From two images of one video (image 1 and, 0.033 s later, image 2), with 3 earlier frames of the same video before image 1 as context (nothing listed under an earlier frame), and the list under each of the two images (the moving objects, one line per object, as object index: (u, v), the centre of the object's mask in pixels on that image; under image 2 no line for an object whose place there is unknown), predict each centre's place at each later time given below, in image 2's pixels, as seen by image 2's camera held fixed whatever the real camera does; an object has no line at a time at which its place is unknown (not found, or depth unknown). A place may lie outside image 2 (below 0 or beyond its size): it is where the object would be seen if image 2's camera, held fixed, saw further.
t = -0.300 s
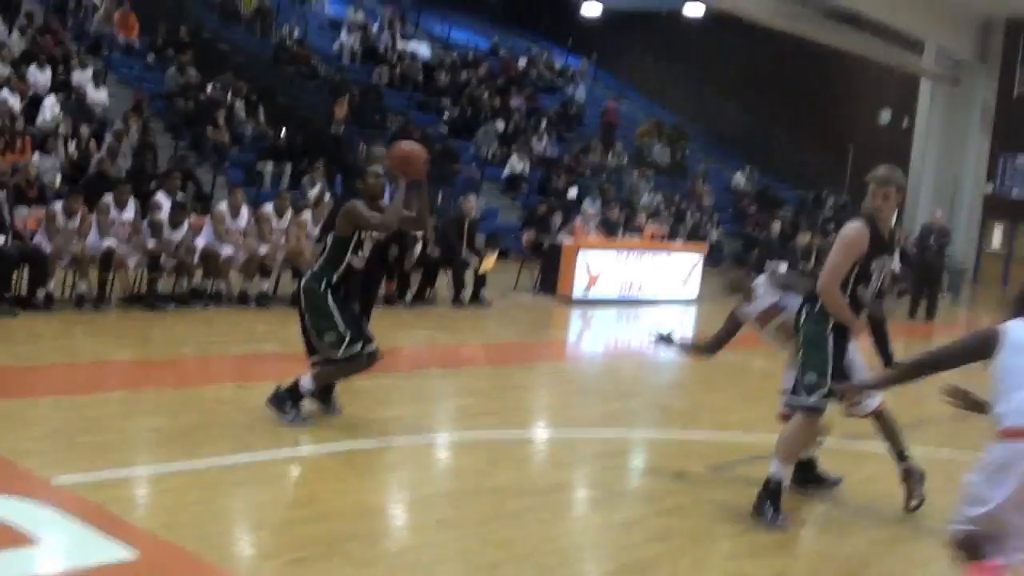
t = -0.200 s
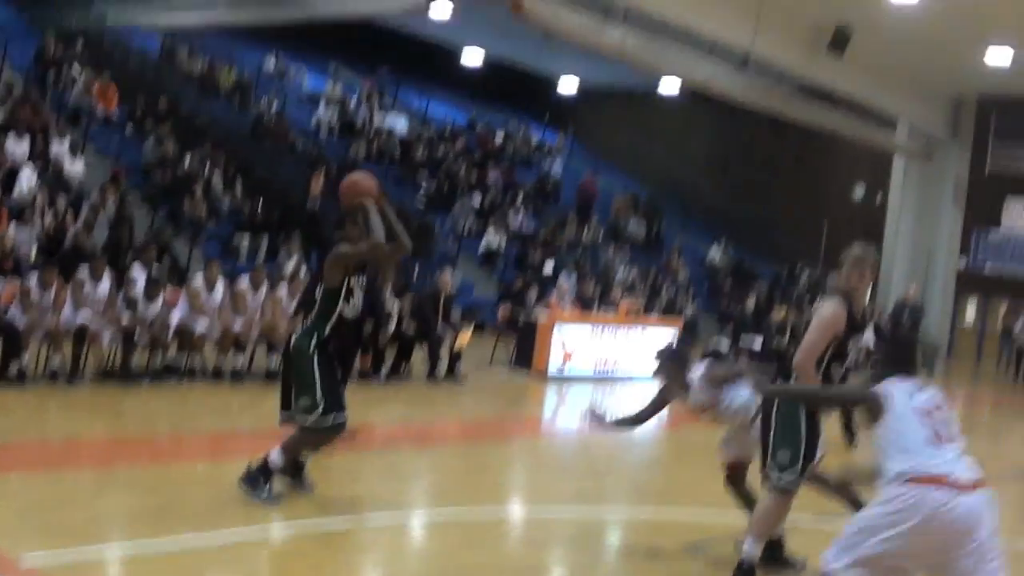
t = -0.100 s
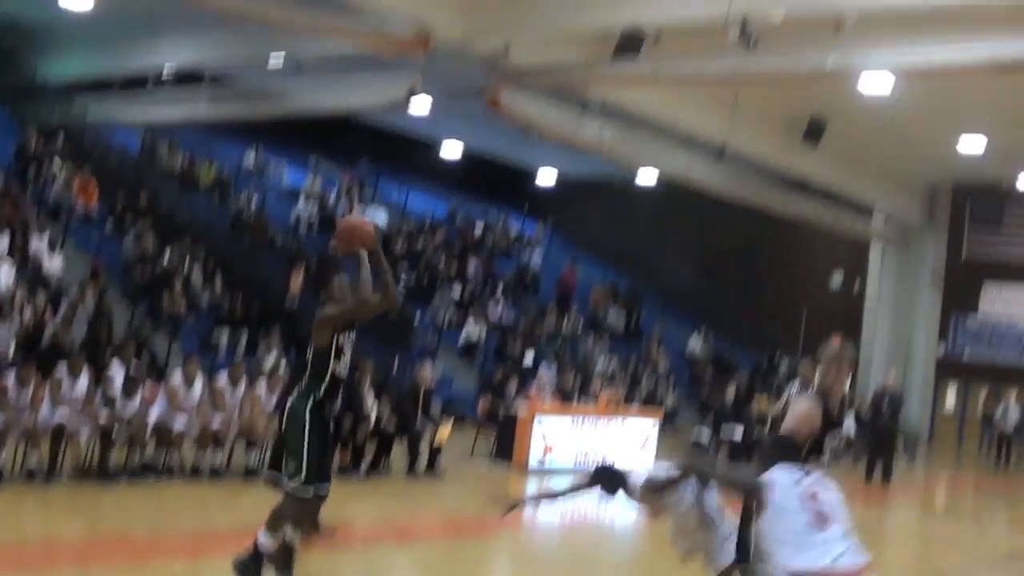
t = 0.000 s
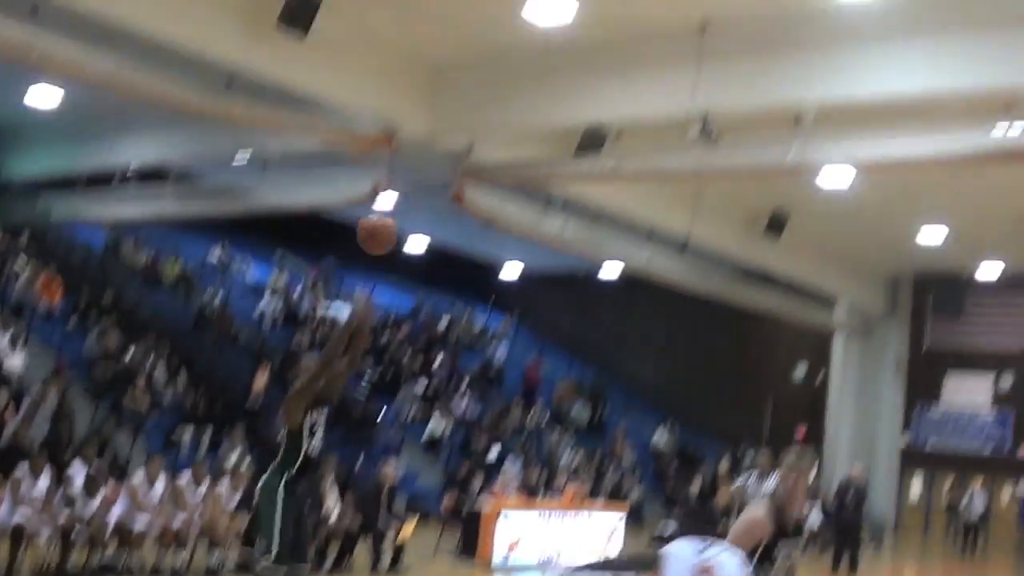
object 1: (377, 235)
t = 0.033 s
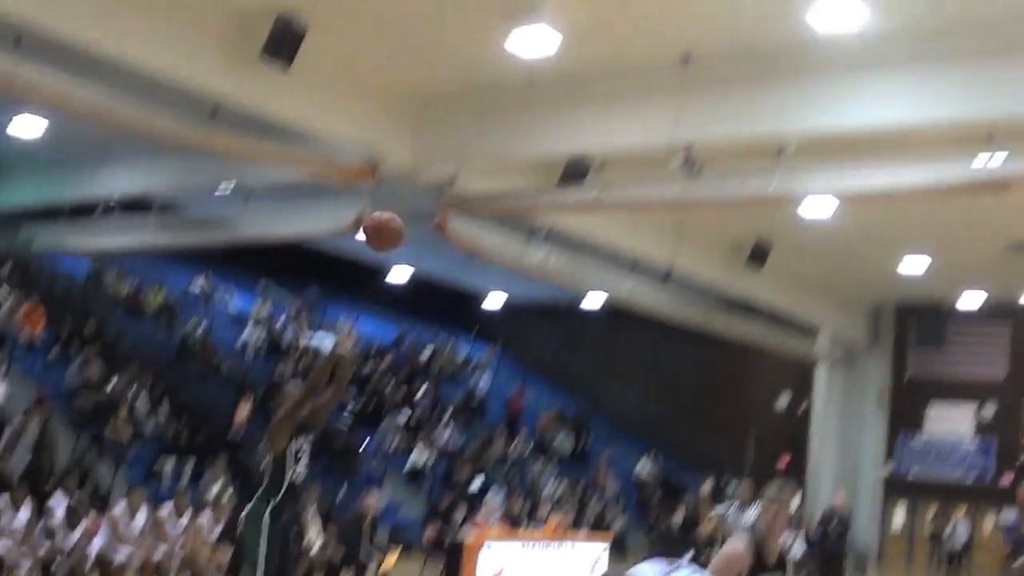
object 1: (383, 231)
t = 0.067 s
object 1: (406, 200)
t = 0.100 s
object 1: (430, 170)
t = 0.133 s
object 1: (452, 140)
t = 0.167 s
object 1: (477, 110)
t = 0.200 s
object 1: (502, 83)
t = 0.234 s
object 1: (529, 56)
